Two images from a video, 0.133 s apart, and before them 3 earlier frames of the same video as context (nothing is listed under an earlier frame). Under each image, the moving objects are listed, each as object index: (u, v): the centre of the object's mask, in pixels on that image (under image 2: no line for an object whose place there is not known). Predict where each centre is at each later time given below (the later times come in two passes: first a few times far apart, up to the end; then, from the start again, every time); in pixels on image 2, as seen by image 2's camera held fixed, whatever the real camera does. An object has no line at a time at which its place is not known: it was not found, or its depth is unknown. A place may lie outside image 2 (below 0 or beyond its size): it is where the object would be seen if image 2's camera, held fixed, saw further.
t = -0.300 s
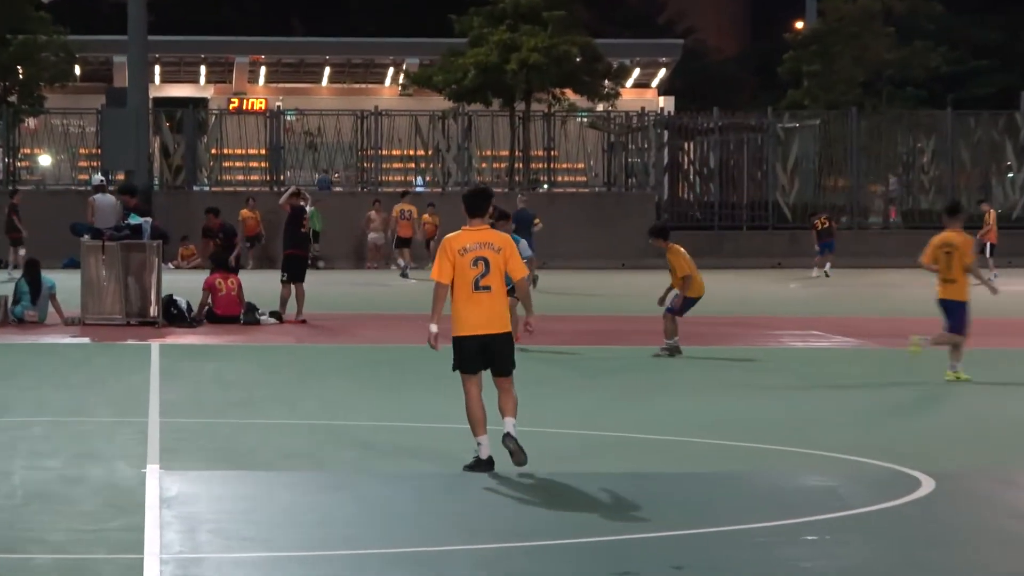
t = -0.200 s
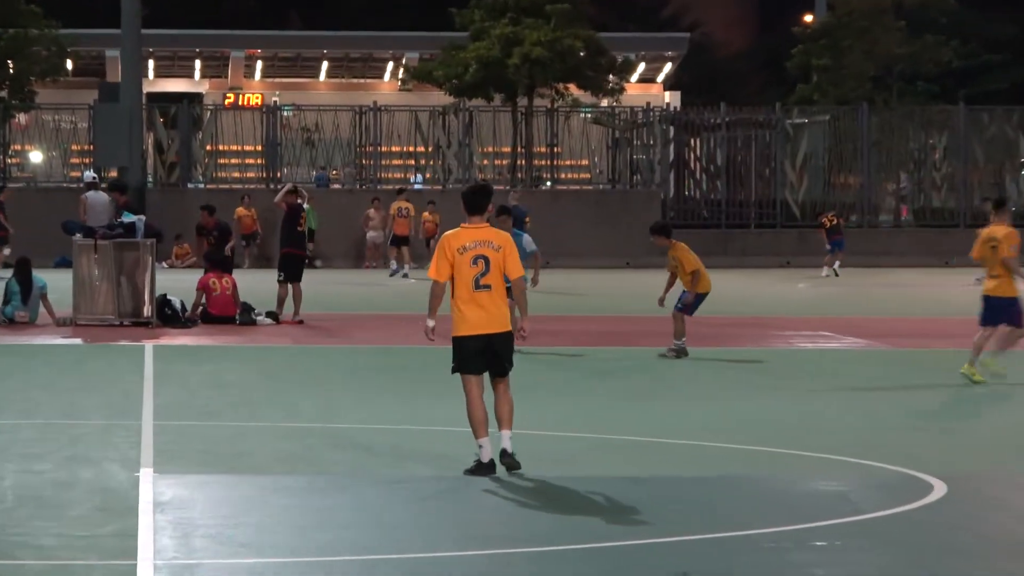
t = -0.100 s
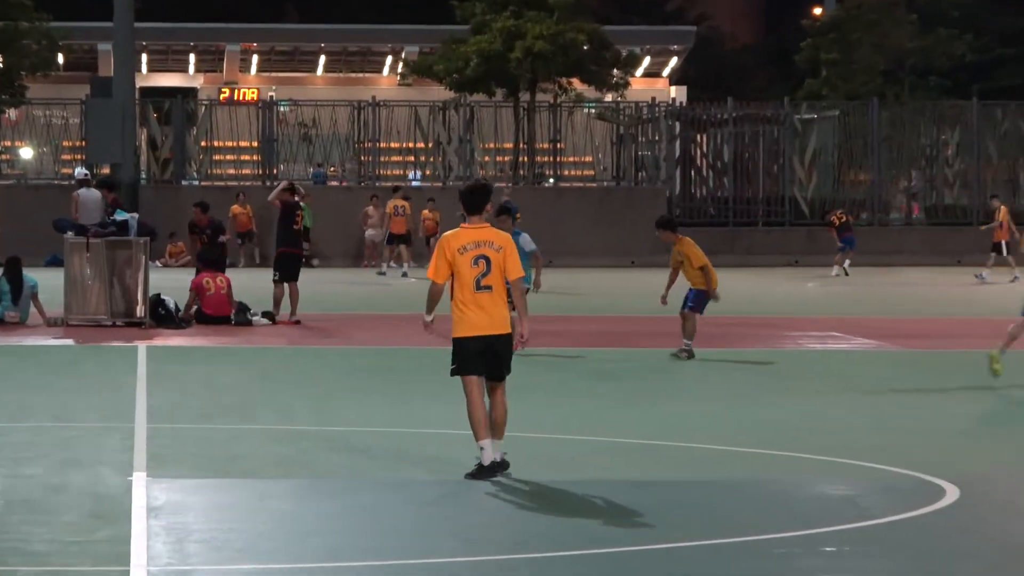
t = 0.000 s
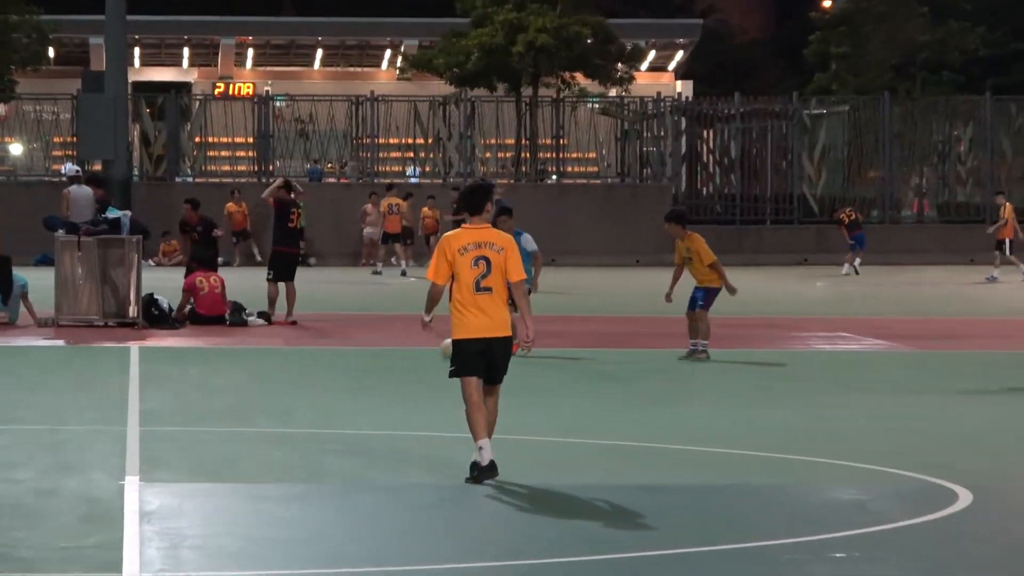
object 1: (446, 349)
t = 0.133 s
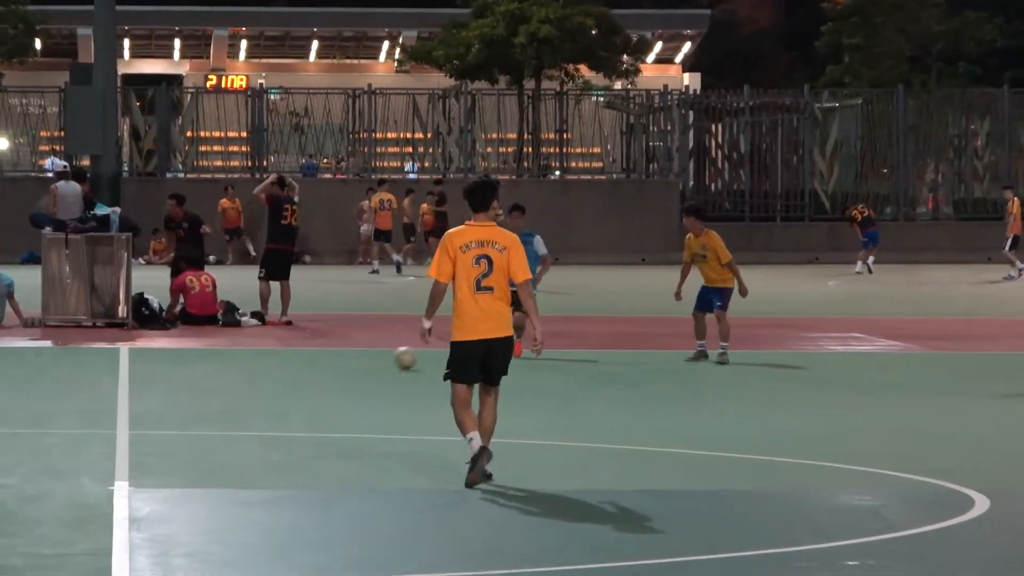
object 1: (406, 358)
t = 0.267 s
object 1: (361, 364)
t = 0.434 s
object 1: (308, 376)
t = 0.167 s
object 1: (394, 358)
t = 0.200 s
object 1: (384, 359)
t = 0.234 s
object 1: (372, 363)
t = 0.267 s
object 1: (361, 364)
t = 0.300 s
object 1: (350, 367)
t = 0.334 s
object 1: (339, 371)
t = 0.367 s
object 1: (328, 372)
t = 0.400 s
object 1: (318, 374)
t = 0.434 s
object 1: (308, 376)
